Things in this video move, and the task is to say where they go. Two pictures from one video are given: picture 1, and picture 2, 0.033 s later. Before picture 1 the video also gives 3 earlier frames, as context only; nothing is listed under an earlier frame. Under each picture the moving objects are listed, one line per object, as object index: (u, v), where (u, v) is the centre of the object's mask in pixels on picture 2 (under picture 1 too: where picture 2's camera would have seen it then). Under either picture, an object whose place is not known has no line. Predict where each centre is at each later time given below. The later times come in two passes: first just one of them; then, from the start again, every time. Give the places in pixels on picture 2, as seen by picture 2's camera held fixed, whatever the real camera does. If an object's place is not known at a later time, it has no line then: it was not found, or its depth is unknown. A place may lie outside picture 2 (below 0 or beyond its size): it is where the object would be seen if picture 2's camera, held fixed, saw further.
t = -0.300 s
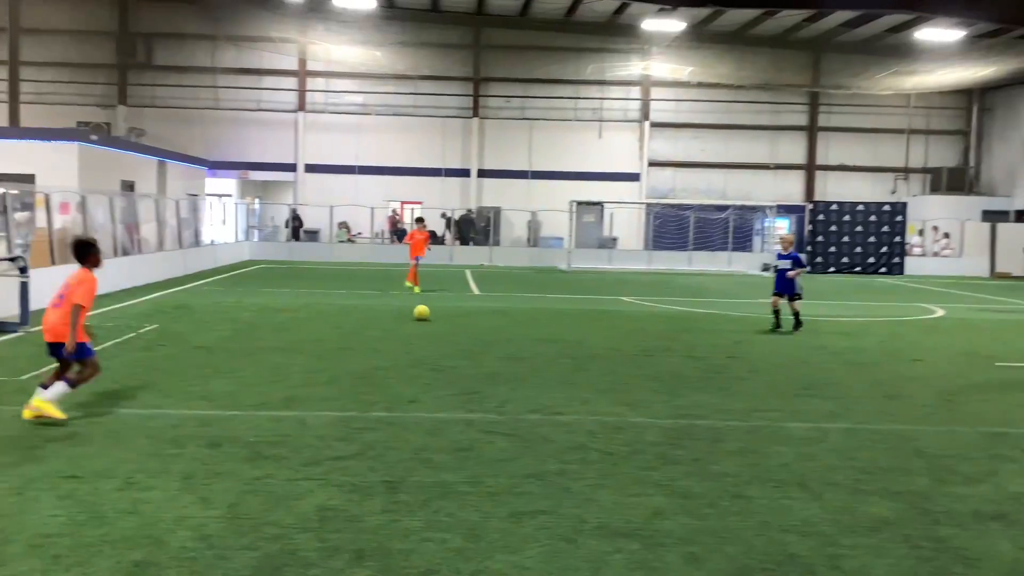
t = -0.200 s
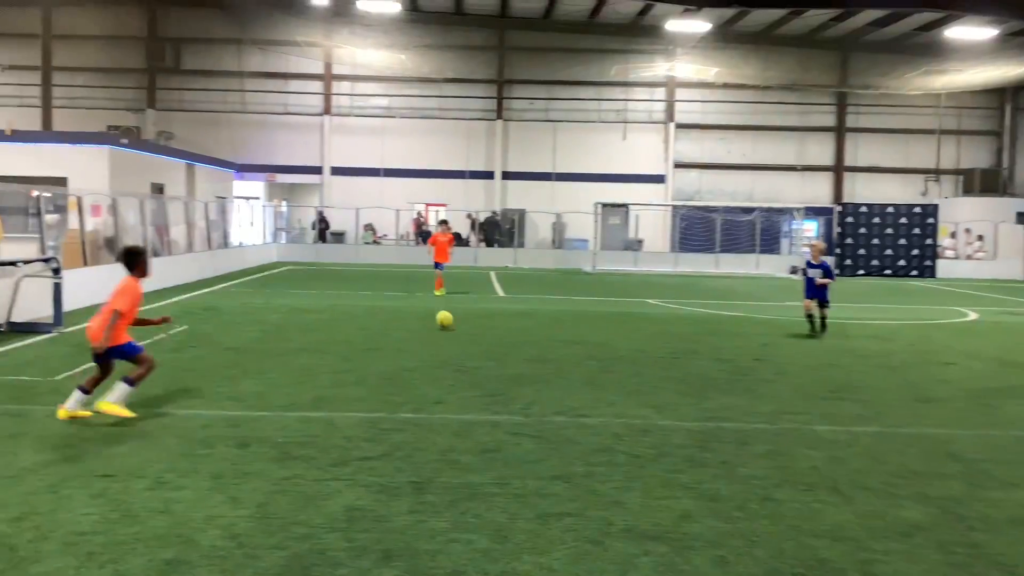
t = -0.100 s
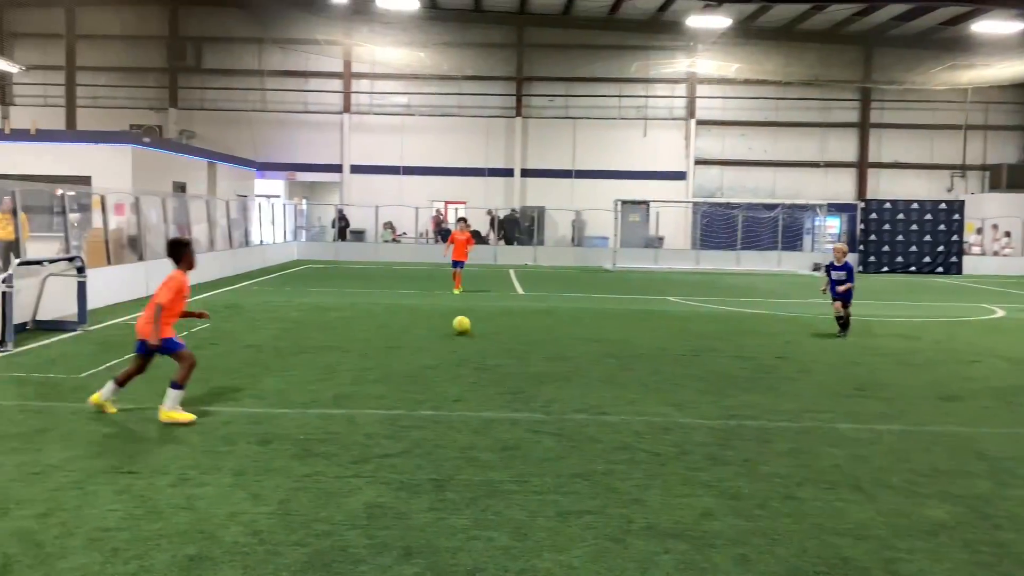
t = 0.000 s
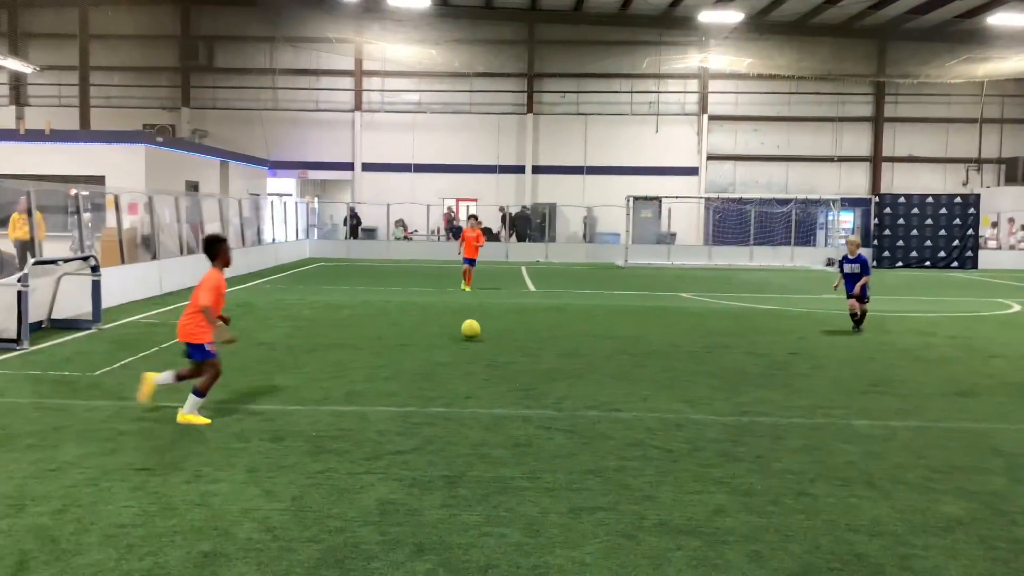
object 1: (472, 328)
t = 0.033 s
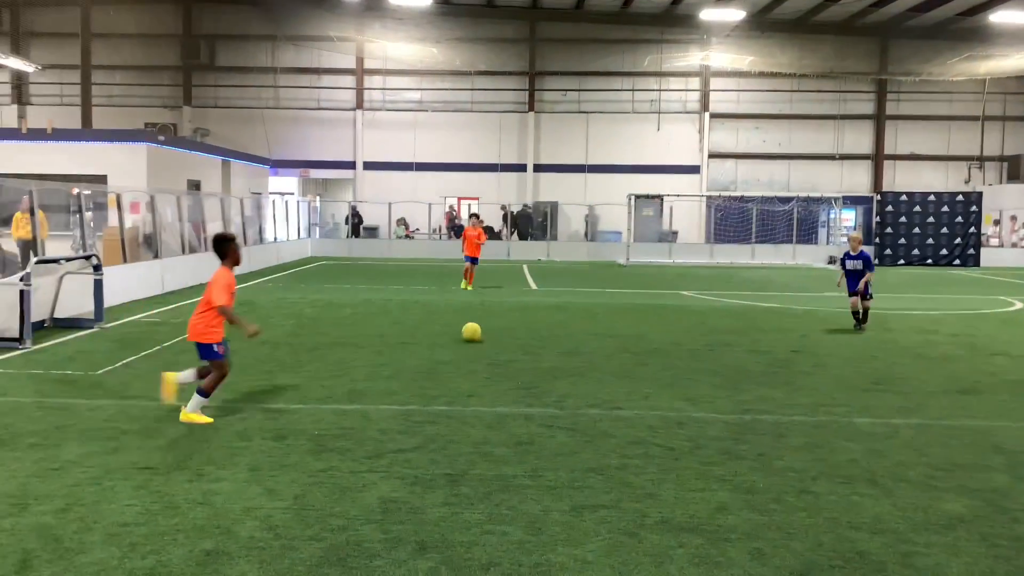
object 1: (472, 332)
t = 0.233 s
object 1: (465, 351)
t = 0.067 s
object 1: (470, 335)
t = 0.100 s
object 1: (469, 336)
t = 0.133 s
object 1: (468, 338)
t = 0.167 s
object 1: (468, 343)
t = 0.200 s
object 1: (467, 347)
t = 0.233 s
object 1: (465, 351)
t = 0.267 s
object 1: (463, 354)
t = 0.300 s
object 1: (461, 355)
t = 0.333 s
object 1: (460, 356)
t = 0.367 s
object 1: (458, 359)
